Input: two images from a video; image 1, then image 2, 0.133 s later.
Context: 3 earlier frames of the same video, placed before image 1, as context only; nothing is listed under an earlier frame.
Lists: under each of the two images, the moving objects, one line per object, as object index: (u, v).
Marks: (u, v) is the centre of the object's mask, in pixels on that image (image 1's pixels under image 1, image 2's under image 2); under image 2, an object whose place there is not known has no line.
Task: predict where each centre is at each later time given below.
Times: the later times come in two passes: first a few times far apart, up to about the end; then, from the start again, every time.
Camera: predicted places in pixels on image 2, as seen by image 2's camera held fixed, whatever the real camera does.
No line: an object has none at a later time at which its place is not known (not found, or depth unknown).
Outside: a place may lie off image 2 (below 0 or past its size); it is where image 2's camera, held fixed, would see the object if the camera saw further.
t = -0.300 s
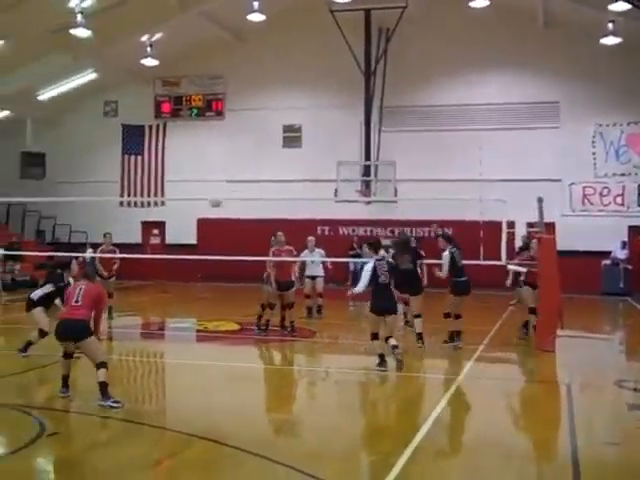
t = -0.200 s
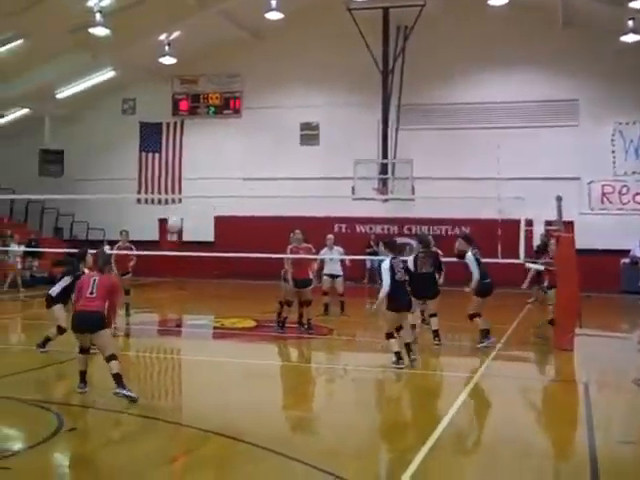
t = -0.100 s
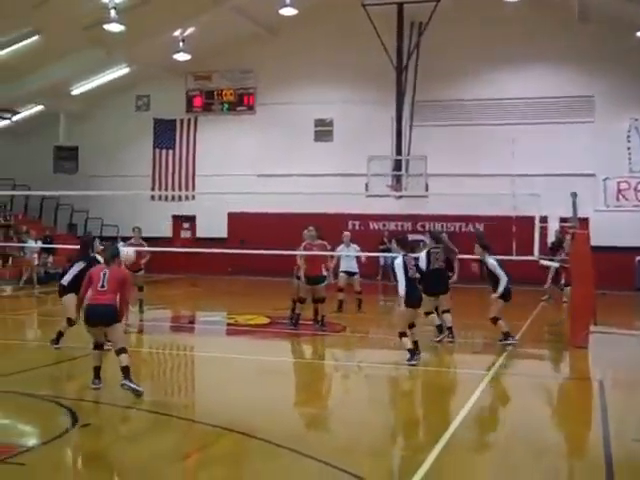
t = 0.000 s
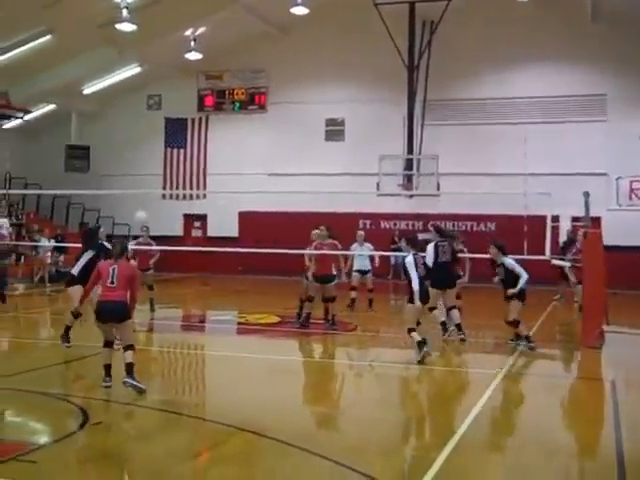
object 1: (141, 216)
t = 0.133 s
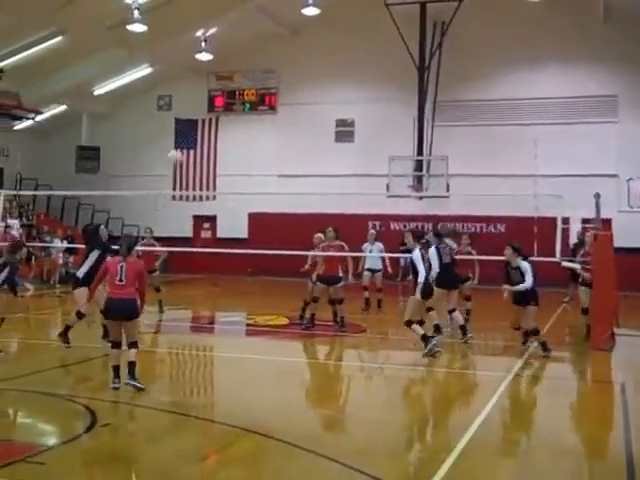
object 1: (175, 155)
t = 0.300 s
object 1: (204, 98)
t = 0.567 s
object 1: (250, 42)
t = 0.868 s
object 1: (301, 41)
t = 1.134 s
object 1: (348, 100)
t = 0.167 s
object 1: (181, 144)
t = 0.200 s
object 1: (186, 131)
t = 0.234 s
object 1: (192, 120)
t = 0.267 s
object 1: (198, 106)
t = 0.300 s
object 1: (204, 98)
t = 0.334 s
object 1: (210, 88)
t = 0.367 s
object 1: (215, 81)
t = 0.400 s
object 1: (221, 70)
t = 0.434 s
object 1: (227, 62)
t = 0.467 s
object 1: (233, 56)
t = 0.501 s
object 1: (239, 51)
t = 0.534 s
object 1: (244, 46)
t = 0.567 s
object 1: (250, 42)
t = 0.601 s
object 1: (255, 38)
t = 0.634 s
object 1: (261, 36)
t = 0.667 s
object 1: (267, 34)
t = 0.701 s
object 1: (273, 33)
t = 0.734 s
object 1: (279, 33)
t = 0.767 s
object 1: (284, 34)
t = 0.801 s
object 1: (290, 35)
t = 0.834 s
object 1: (296, 38)
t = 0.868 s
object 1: (301, 41)
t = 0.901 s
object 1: (308, 45)
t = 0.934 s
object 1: (313, 51)
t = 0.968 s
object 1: (319, 57)
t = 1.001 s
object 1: (325, 63)
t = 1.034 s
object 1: (331, 72)
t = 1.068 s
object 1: (337, 80)
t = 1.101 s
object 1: (342, 90)
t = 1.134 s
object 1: (348, 100)
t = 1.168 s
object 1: (354, 114)
